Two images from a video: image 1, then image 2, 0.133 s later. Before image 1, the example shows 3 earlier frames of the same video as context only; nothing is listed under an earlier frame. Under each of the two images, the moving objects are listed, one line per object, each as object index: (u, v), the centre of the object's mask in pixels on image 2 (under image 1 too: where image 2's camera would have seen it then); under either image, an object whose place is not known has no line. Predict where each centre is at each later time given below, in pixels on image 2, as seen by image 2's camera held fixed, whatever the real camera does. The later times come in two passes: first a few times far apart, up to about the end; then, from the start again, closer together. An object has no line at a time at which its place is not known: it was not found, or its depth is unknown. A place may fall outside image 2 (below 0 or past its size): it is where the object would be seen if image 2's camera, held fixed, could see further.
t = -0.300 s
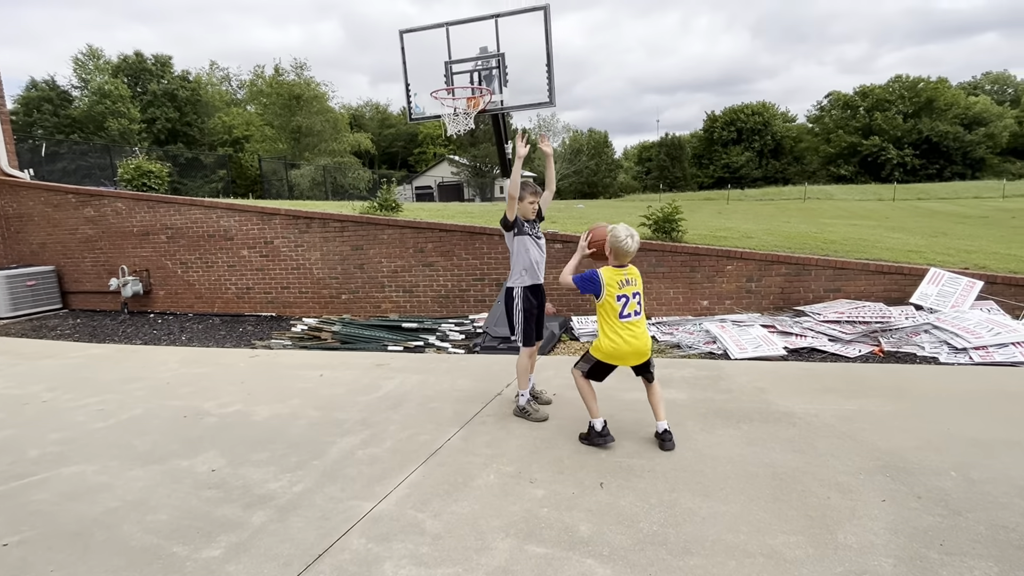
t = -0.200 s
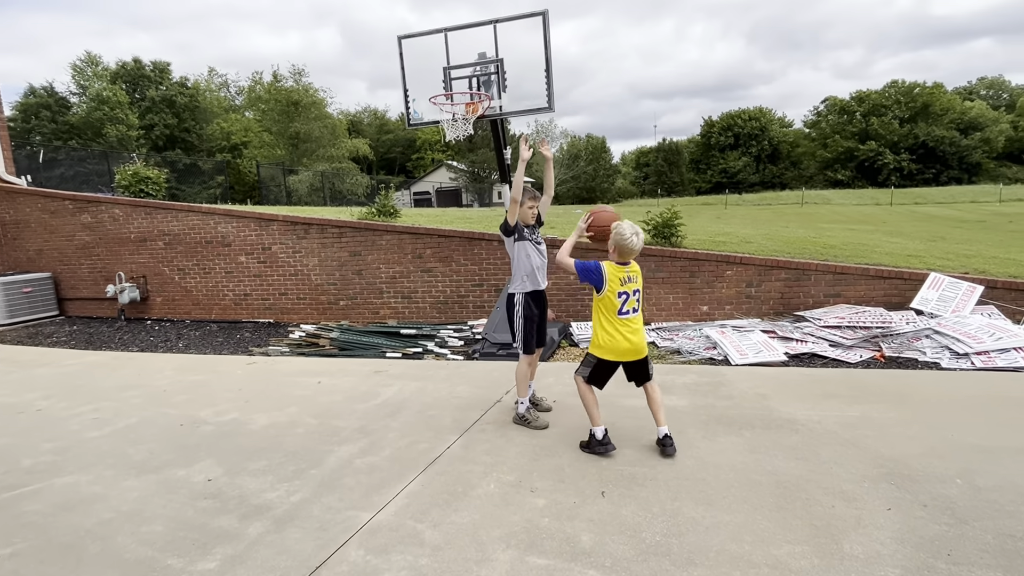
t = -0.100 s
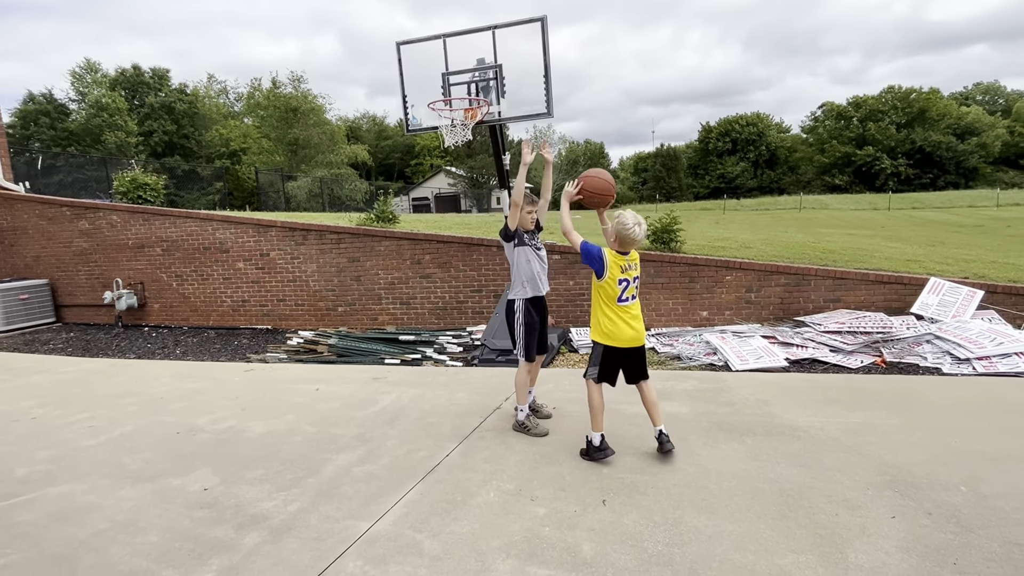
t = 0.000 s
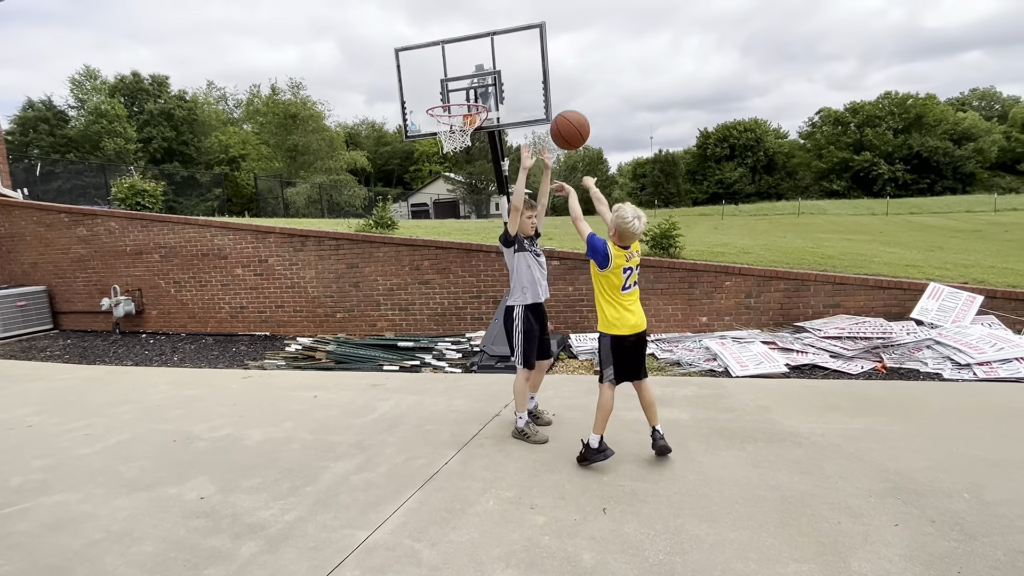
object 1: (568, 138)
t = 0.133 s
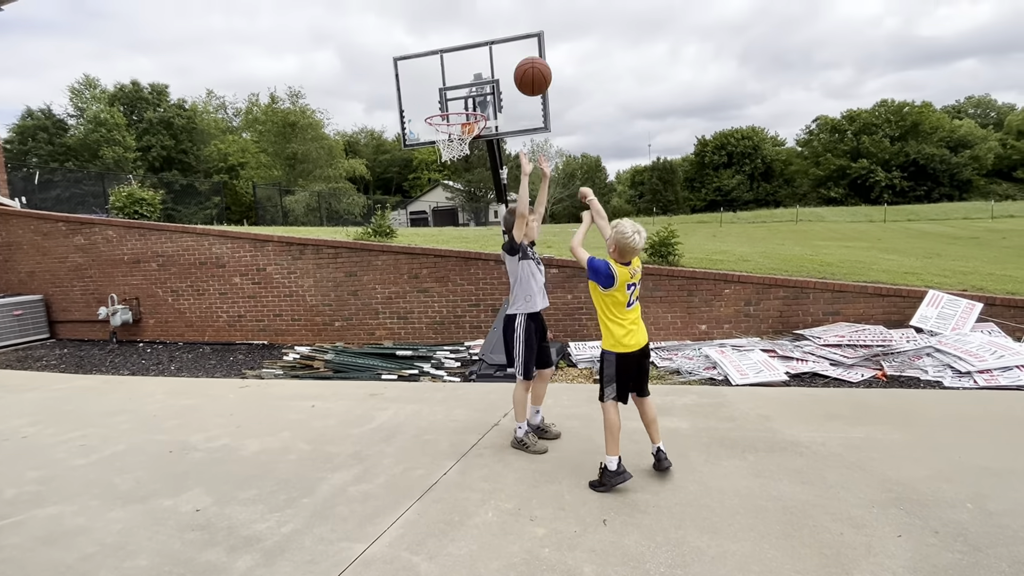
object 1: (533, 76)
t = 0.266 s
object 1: (501, 48)
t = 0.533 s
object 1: (452, 74)
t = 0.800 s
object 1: (426, 87)
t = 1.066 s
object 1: (403, 121)
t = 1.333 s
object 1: (376, 221)
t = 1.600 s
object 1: (360, 393)
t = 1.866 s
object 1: (312, 287)
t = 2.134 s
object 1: (273, 244)
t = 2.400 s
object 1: (246, 280)
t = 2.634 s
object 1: (232, 377)
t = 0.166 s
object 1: (524, 66)
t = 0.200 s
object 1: (516, 58)
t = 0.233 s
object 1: (509, 52)
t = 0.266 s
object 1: (501, 48)
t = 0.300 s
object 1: (494, 45)
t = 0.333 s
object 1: (487, 45)
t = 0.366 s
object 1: (481, 46)
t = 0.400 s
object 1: (474, 48)
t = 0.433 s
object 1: (468, 52)
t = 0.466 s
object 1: (463, 58)
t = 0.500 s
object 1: (457, 65)
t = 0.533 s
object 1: (452, 74)
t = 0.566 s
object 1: (447, 83)
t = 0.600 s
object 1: (442, 94)
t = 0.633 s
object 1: (438, 100)
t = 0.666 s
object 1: (435, 98)
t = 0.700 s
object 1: (433, 93)
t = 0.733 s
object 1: (430, 90)
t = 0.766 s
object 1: (428, 88)
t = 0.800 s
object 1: (426, 87)
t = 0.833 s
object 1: (423, 88)
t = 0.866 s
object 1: (421, 90)
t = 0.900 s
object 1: (419, 94)
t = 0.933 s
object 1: (417, 99)
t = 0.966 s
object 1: (415, 106)
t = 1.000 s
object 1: (412, 110)
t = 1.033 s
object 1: (407, 115)
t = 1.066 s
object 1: (403, 121)
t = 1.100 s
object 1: (399, 128)
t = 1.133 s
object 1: (395, 138)
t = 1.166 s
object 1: (391, 148)
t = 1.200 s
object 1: (388, 160)
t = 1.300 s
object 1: (378, 203)
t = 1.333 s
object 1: (376, 221)
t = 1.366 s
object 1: (373, 238)
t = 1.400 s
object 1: (371, 256)
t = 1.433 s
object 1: (369, 277)
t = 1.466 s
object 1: (367, 298)
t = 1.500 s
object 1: (365, 320)
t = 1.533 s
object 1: (364, 343)
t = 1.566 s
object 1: (362, 368)
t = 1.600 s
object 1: (360, 393)
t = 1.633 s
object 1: (356, 393)
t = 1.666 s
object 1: (349, 374)
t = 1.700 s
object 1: (342, 357)
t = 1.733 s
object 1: (336, 340)
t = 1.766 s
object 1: (330, 326)
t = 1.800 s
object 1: (323, 310)
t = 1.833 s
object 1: (318, 298)
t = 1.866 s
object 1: (312, 287)
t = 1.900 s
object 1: (307, 277)
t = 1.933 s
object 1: (301, 268)
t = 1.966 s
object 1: (297, 260)
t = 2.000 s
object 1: (292, 254)
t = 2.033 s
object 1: (286, 249)
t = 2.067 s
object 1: (282, 246)
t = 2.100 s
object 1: (278, 244)
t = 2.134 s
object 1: (273, 244)
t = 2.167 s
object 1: (270, 243)
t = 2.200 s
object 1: (266, 244)
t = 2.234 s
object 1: (262, 247)
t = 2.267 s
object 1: (258, 251)
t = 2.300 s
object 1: (256, 256)
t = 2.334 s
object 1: (252, 263)
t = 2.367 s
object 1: (250, 271)
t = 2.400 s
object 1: (246, 280)
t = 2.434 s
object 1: (244, 290)
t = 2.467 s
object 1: (242, 302)
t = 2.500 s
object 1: (239, 314)
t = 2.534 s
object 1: (238, 328)
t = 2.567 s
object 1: (235, 343)
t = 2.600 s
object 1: (234, 360)
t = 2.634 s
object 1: (232, 377)
